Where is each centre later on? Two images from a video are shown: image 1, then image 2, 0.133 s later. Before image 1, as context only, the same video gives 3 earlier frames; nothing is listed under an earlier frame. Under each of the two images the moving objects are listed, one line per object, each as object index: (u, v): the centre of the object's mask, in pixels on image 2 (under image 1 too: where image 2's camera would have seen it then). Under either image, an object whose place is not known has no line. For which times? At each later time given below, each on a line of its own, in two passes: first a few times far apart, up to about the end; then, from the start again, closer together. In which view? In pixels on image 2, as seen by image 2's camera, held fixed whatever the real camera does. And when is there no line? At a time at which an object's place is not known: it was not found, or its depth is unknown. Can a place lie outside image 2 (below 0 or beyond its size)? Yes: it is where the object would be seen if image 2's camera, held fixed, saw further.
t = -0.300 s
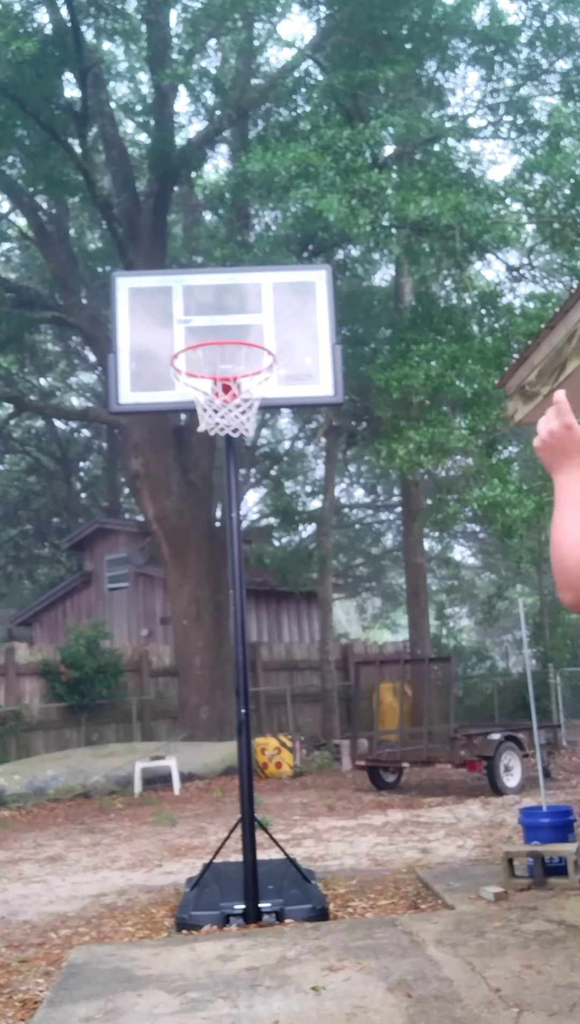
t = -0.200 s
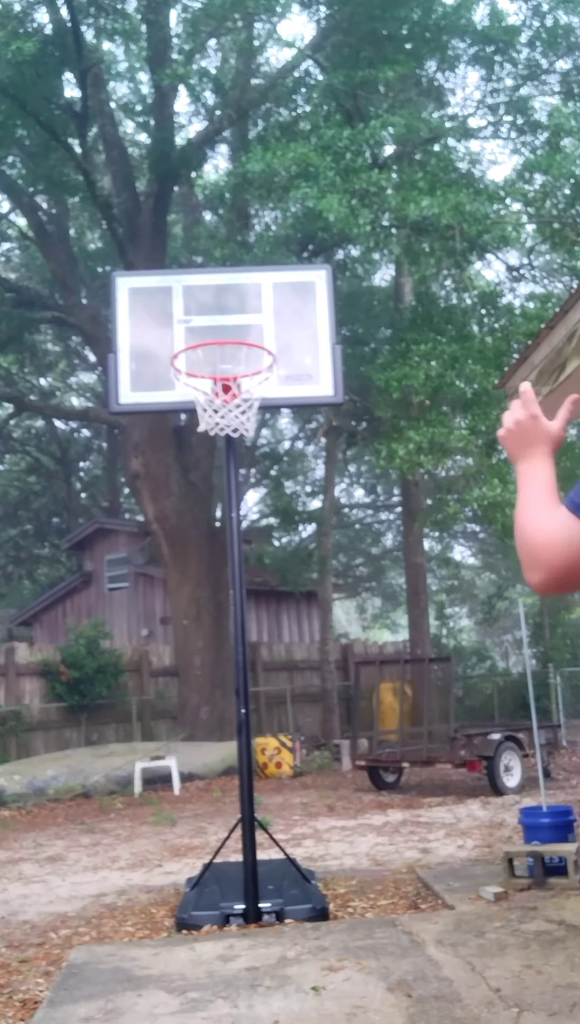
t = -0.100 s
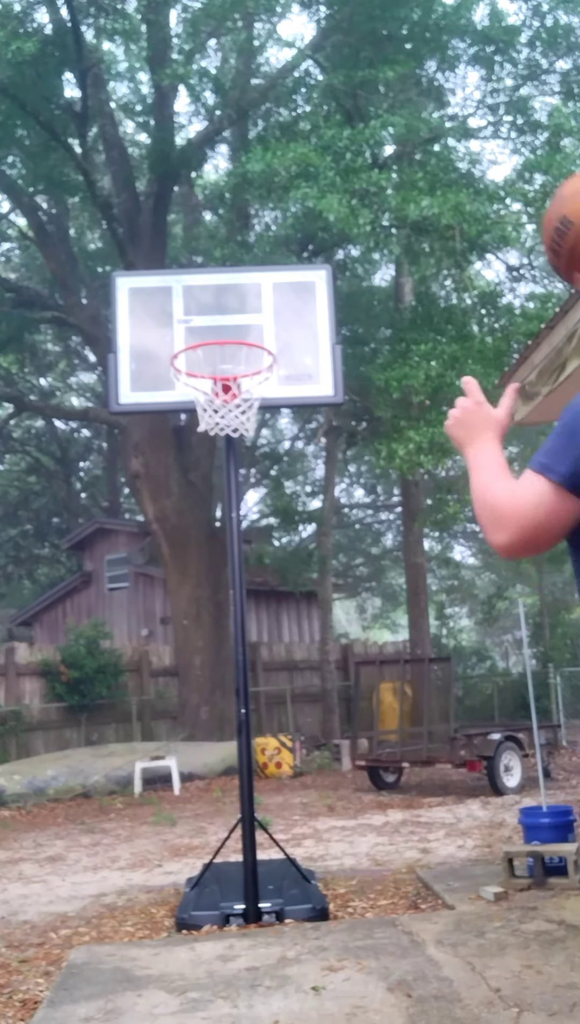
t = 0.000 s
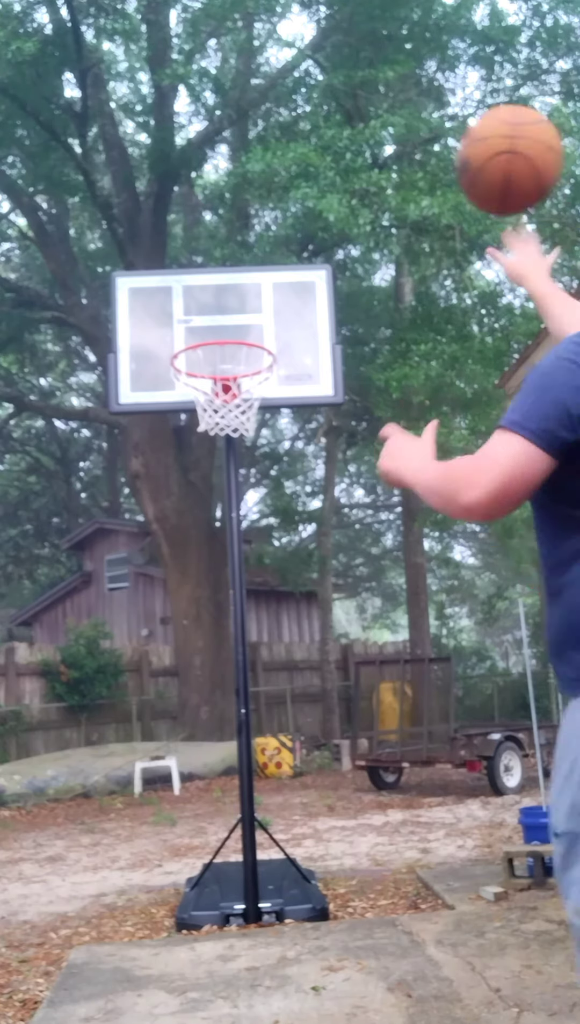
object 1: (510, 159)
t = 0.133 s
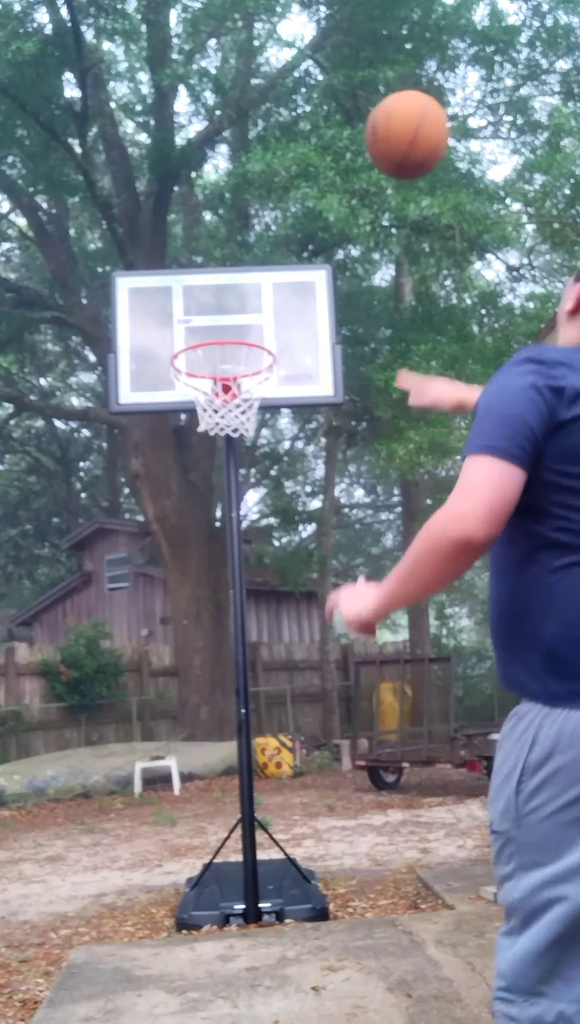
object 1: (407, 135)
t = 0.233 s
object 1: (358, 153)
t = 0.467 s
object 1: (287, 261)
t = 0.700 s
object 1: (241, 349)
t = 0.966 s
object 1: (224, 349)
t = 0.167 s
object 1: (389, 138)
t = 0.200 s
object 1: (373, 144)
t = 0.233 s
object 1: (358, 153)
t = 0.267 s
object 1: (345, 164)
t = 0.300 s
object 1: (333, 176)
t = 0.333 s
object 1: (322, 190)
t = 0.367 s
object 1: (312, 206)
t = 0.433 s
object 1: (295, 241)
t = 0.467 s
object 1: (287, 261)
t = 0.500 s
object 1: (280, 283)
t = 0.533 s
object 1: (273, 307)
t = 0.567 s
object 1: (268, 329)
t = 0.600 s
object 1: (261, 335)
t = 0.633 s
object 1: (253, 340)
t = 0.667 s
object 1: (247, 349)
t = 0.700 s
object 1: (241, 349)
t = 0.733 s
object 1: (232, 338)
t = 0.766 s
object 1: (226, 336)
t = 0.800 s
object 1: (219, 336)
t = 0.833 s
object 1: (212, 337)
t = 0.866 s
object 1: (205, 341)
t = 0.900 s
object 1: (207, 343)
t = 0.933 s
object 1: (216, 344)
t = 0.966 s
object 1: (224, 349)
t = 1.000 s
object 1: (233, 355)
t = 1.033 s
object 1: (240, 365)
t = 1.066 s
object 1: (244, 371)
